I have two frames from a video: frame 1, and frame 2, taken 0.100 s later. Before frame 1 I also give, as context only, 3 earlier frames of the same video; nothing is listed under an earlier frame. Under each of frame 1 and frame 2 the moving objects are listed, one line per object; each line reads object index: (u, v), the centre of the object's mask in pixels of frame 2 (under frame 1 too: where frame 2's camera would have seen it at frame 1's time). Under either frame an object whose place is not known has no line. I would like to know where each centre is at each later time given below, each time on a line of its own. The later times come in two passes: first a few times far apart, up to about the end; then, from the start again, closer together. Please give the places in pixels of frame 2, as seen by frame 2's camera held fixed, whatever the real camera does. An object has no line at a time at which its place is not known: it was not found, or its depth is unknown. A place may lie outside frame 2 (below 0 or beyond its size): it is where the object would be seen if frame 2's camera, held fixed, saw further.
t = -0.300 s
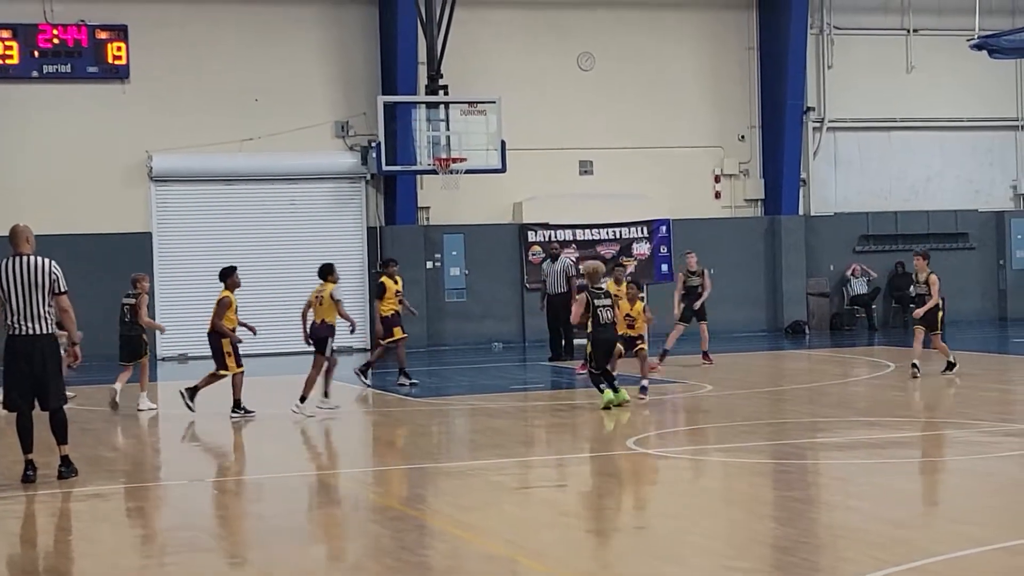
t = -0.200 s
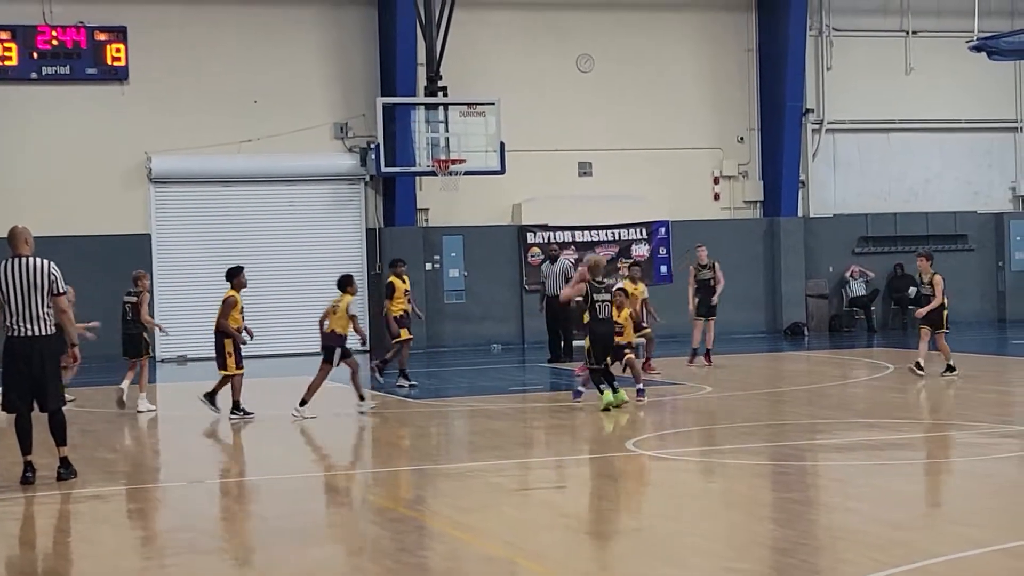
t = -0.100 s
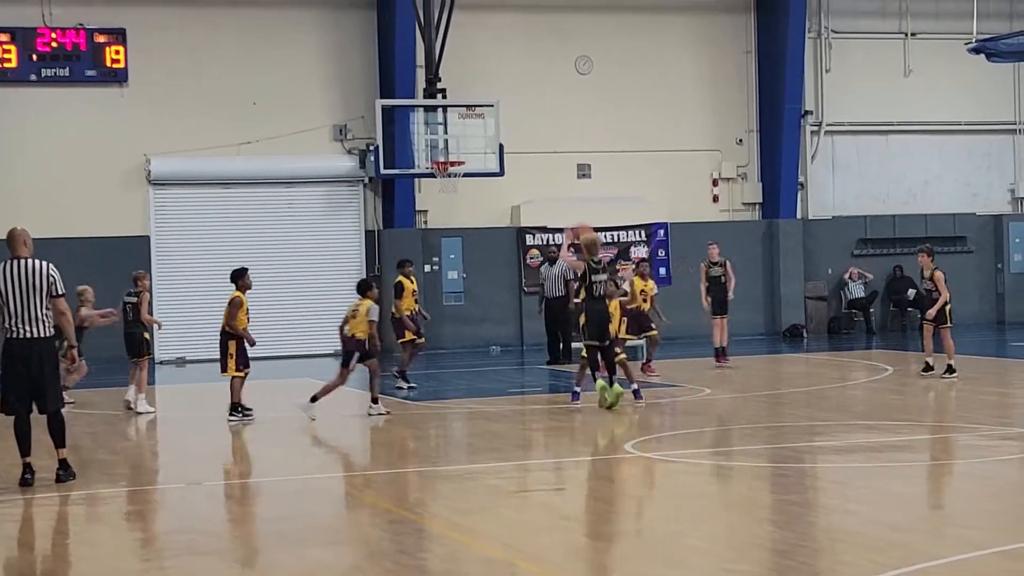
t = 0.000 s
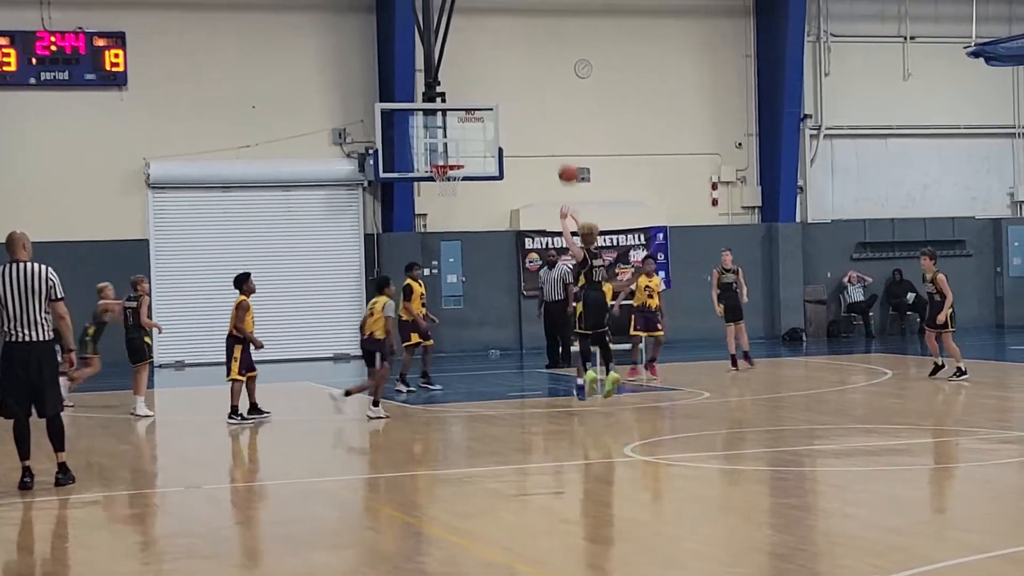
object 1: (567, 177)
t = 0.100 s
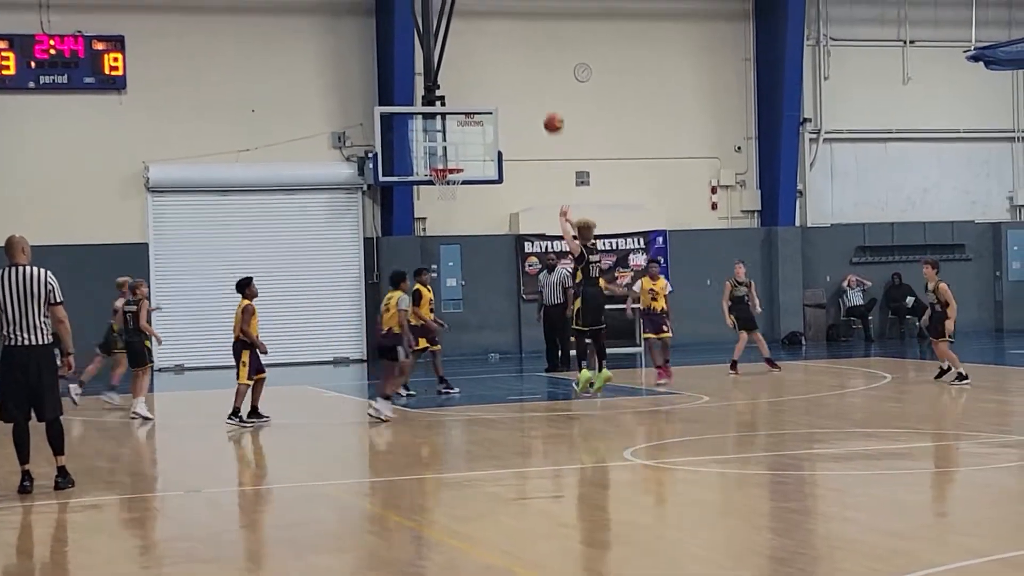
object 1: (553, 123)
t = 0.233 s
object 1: (536, 68)
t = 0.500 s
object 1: (506, 8)
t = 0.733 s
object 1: (484, 3)
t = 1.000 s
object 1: (462, 47)
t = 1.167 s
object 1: (451, 98)
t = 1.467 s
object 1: (440, 197)
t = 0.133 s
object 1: (549, 107)
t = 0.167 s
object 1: (544, 93)
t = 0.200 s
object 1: (540, 80)
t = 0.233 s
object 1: (536, 68)
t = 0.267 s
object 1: (532, 57)
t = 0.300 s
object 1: (528, 47)
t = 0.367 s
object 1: (520, 30)
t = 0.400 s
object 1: (516, 23)
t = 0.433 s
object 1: (513, 16)
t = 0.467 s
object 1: (509, 11)
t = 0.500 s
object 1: (506, 8)
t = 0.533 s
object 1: (502, 4)
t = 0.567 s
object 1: (499, 1)
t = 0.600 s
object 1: (496, 0)
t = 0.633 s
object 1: (493, -1)
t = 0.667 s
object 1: (490, 0)
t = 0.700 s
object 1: (487, 2)
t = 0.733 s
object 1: (484, 3)
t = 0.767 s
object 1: (481, 7)
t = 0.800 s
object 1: (478, 10)
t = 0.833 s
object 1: (475, 14)
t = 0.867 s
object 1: (473, 19)
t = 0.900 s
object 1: (470, 25)
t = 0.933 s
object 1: (467, 31)
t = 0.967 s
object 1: (465, 39)
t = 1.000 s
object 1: (462, 47)
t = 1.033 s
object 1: (459, 56)
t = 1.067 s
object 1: (457, 65)
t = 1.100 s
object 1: (455, 76)
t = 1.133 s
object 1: (453, 87)
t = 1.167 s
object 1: (451, 98)
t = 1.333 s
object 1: (441, 166)
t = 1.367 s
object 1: (440, 176)
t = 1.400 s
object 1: (438, 188)
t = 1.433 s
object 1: (439, 193)
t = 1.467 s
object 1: (440, 197)
